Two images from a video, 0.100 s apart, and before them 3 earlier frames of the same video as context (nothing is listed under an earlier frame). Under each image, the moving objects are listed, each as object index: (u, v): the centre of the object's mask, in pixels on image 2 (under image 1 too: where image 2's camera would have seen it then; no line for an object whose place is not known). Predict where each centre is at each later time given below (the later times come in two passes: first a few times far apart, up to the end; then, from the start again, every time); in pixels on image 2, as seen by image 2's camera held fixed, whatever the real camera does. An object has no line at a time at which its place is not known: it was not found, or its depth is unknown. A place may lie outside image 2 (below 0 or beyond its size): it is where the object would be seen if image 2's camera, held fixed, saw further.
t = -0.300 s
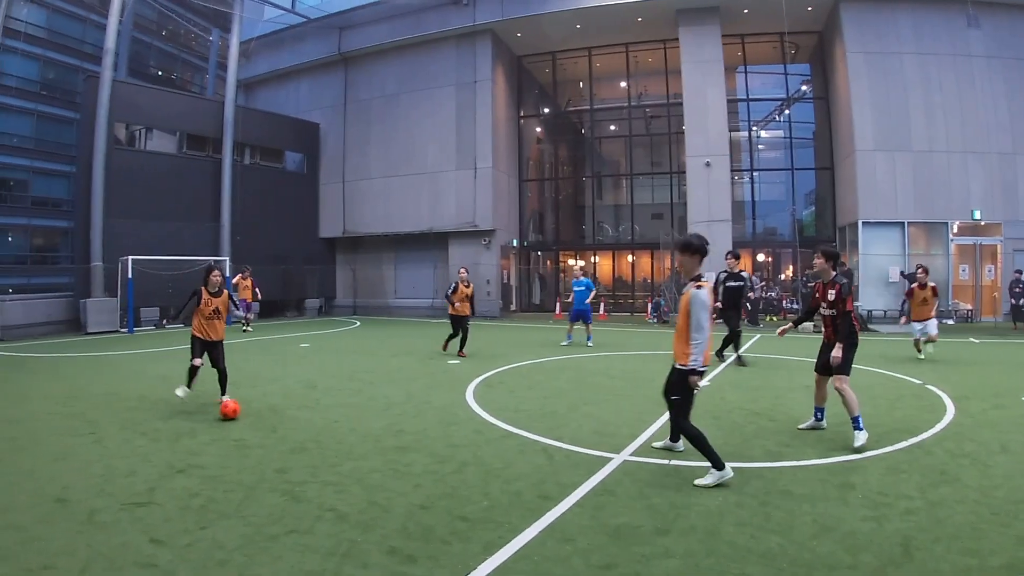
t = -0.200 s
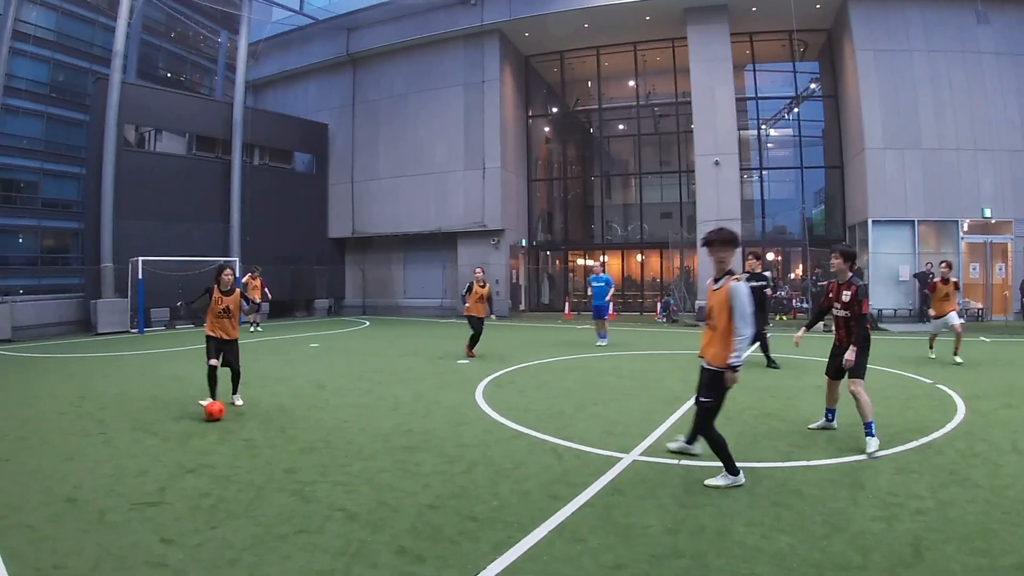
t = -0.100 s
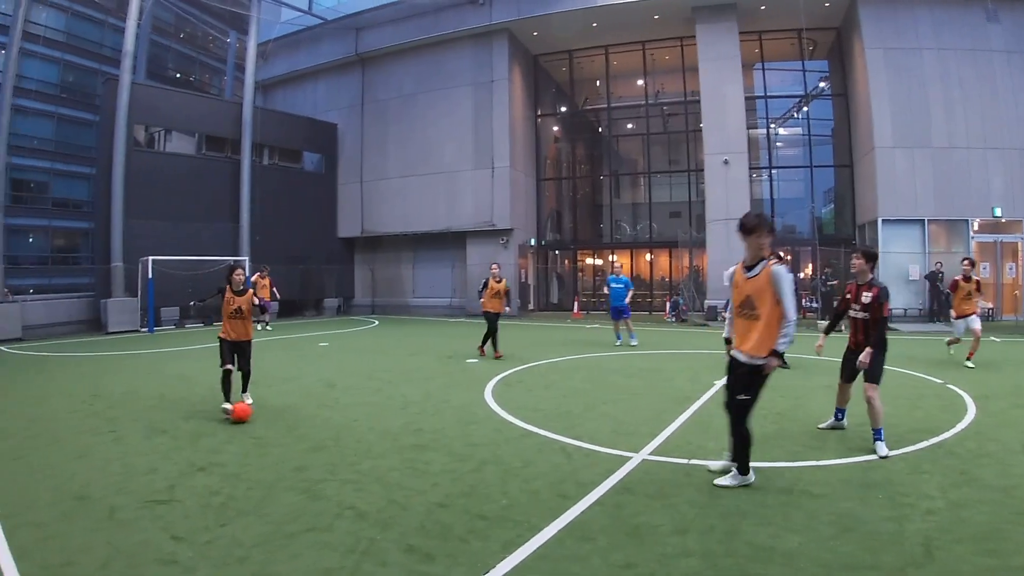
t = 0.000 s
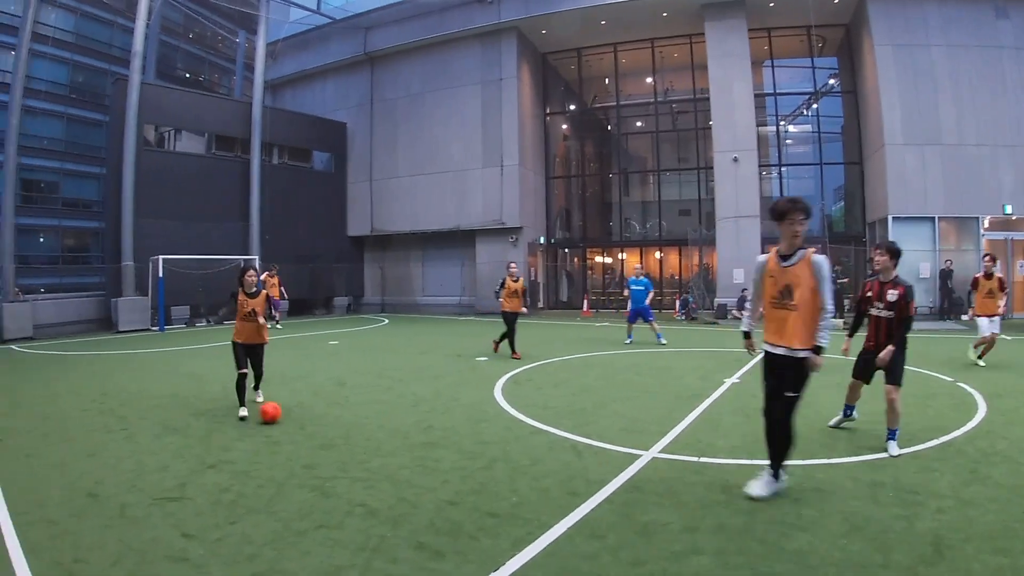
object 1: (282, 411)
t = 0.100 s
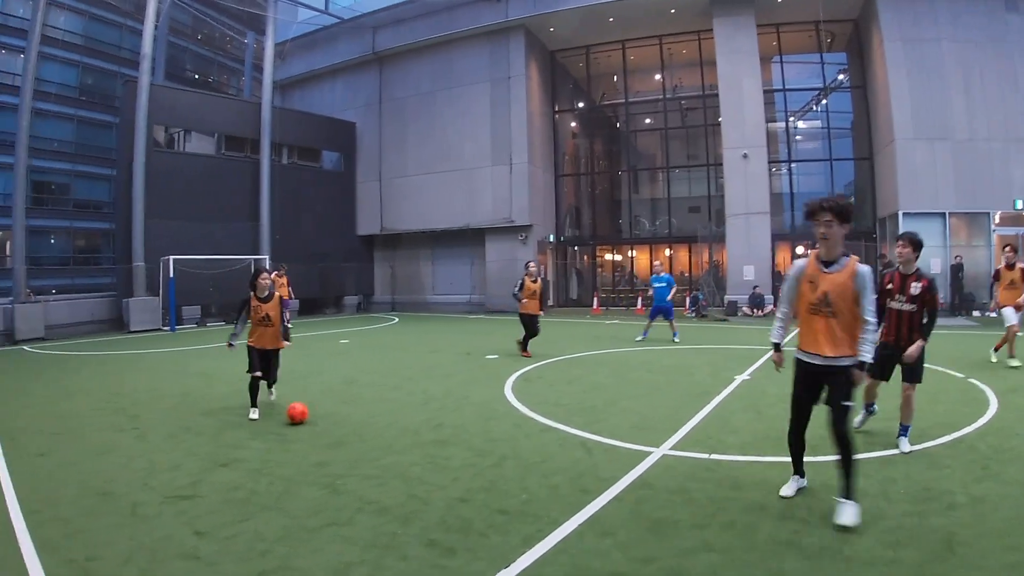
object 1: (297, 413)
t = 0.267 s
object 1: (321, 417)
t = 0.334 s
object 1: (331, 418)
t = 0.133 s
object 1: (302, 414)
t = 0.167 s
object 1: (307, 415)
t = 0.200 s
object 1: (311, 415)
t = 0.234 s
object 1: (316, 416)
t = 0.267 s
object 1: (321, 417)
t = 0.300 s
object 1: (326, 418)
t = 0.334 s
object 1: (331, 418)
